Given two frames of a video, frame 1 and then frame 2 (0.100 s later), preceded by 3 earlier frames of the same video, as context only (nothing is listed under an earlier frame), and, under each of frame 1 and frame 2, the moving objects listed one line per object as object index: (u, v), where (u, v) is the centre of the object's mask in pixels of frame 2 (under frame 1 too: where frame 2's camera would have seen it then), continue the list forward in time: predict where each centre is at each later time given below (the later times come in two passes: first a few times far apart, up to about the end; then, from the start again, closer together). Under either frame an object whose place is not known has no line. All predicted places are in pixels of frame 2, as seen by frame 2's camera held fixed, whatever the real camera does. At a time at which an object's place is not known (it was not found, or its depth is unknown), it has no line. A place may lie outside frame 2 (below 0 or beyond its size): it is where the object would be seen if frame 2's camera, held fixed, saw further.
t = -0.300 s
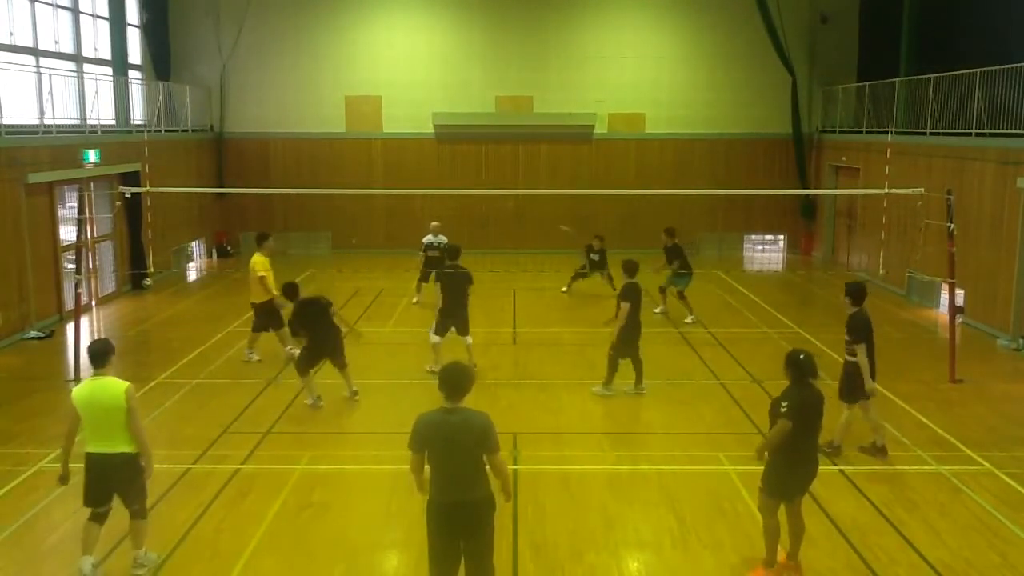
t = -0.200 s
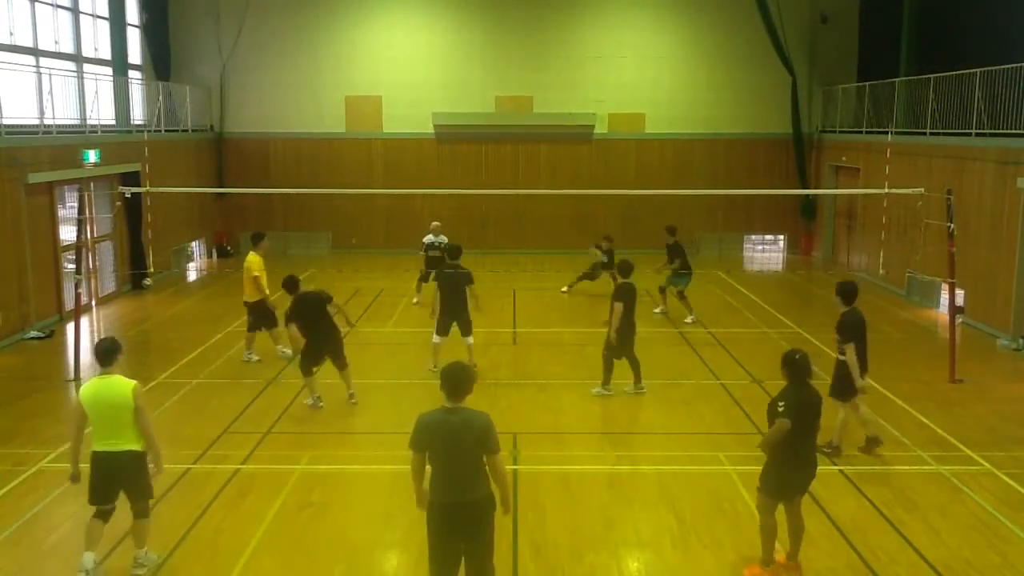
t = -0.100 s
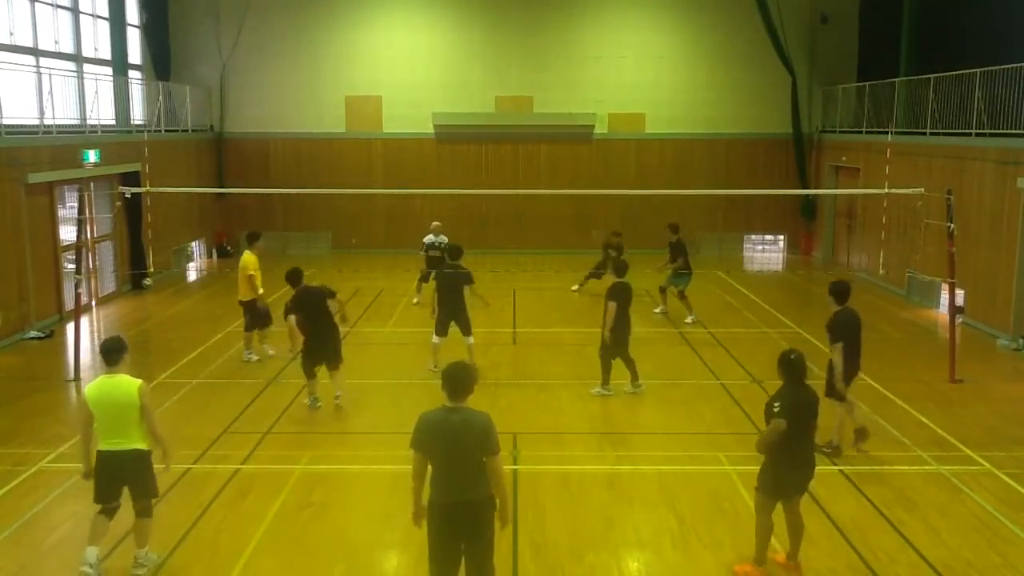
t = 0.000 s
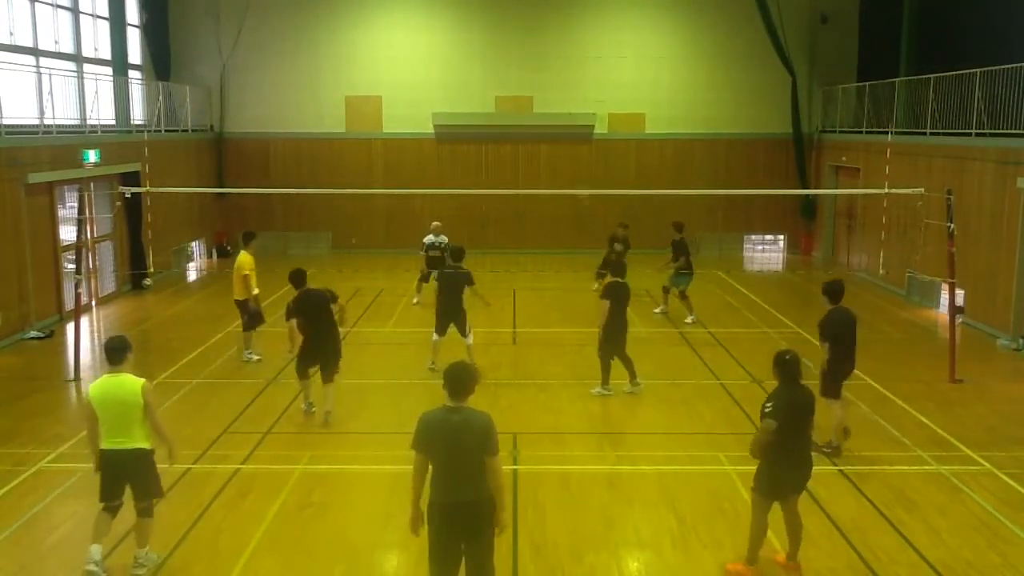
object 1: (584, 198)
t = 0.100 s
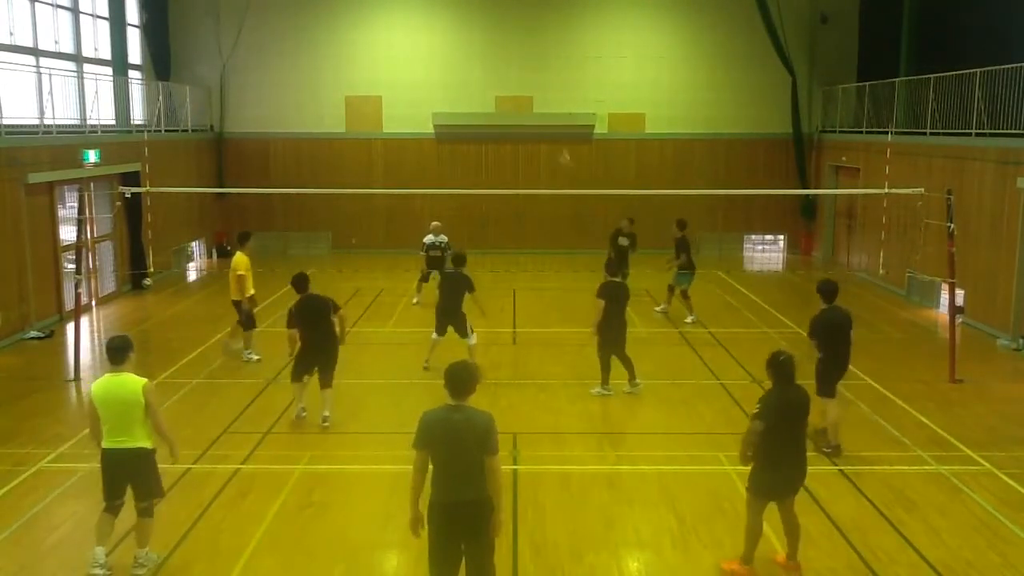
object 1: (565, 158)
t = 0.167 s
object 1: (556, 135)
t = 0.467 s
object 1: (510, 76)
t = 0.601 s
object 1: (491, 65)
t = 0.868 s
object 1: (456, 70)
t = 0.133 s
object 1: (559, 146)
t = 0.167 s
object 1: (556, 135)
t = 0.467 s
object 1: (510, 76)
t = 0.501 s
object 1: (505, 72)
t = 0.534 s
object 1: (501, 69)
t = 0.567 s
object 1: (496, 67)
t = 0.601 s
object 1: (491, 65)
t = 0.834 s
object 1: (460, 67)
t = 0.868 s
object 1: (456, 70)
